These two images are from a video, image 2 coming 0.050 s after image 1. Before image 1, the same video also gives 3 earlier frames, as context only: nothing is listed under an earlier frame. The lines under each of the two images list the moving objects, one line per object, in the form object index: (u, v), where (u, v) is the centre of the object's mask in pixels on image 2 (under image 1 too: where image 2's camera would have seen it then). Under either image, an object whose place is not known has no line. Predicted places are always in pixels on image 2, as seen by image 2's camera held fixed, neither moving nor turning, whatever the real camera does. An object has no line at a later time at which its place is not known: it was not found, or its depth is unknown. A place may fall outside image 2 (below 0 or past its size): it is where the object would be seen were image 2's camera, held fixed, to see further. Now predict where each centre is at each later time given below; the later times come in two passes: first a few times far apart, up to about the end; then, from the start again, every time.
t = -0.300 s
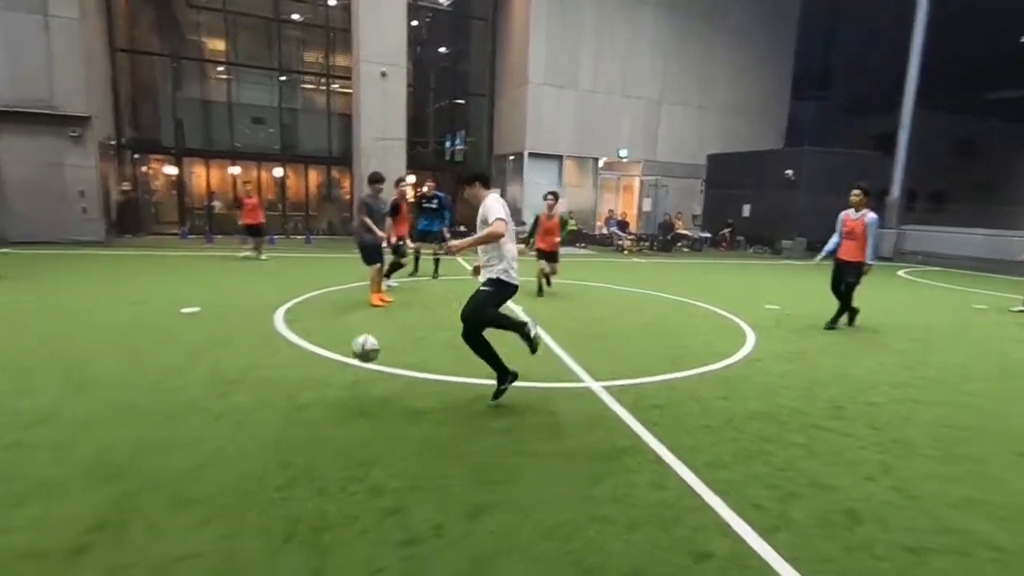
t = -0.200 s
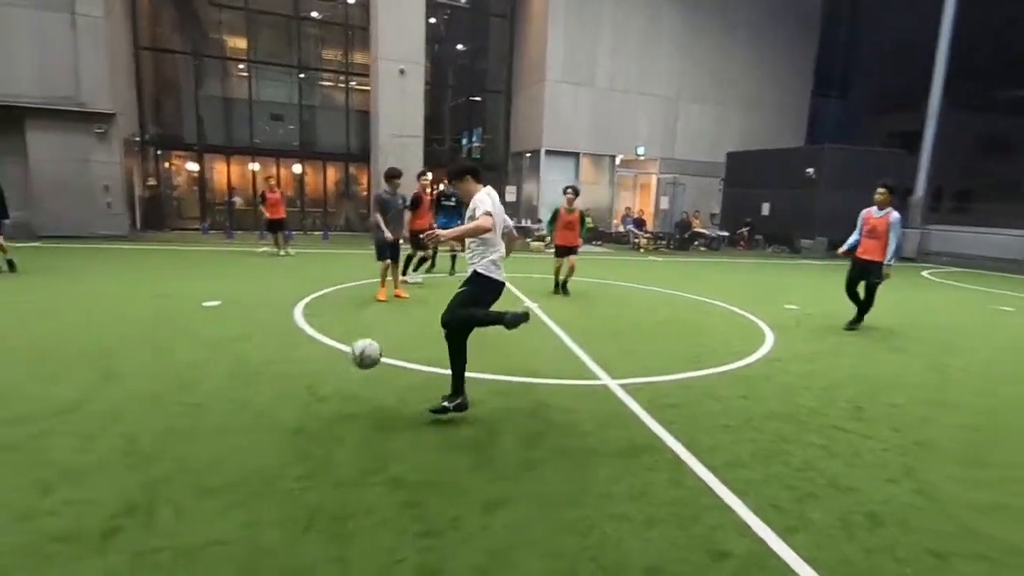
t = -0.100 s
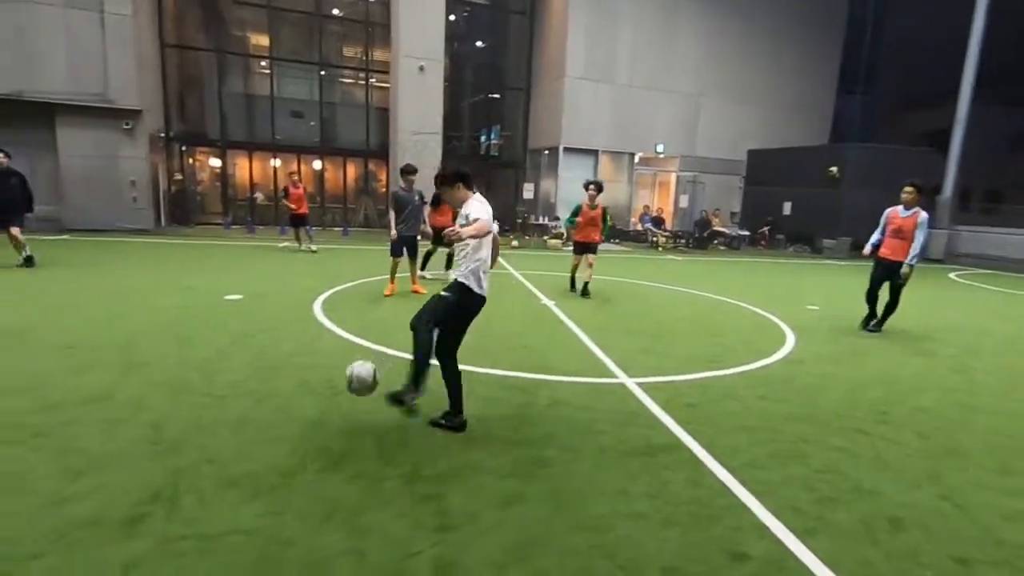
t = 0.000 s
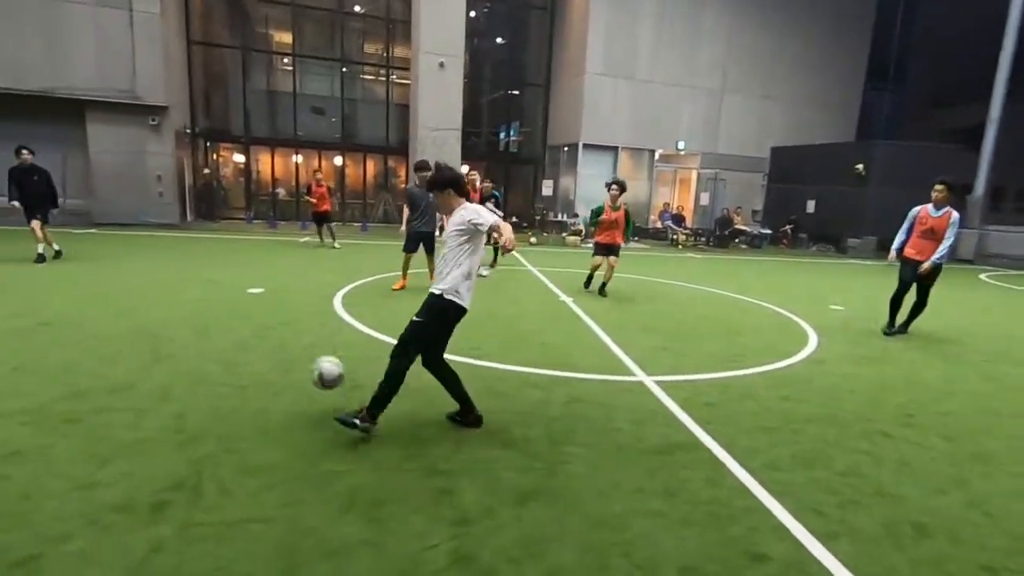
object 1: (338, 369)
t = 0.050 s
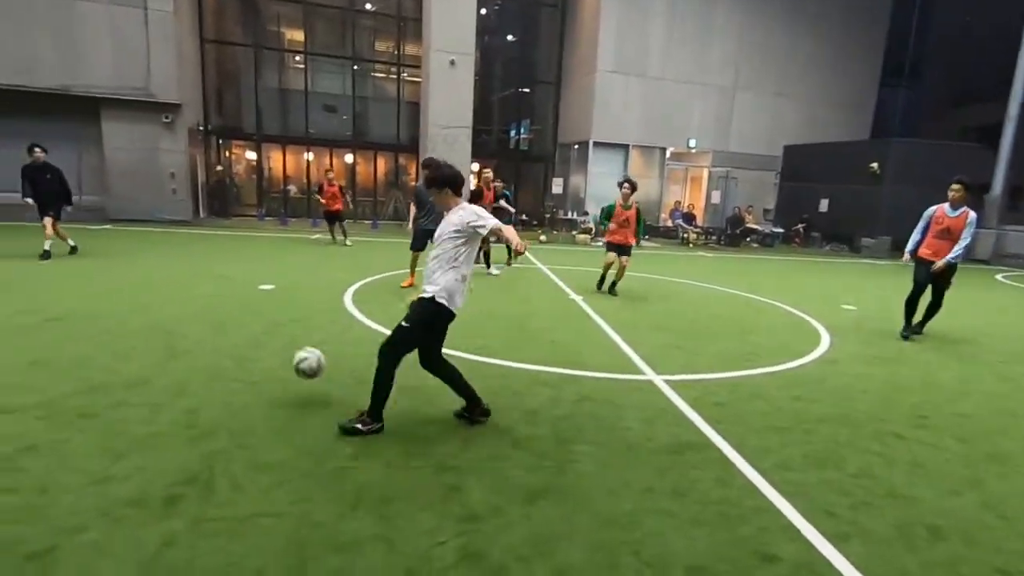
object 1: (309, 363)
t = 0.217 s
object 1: (235, 344)
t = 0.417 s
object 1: (174, 326)
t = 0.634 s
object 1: (124, 308)
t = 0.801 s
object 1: (91, 298)
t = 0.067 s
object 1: (300, 361)
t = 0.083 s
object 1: (291, 360)
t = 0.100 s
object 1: (283, 360)
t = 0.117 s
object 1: (274, 360)
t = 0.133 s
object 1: (267, 361)
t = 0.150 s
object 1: (260, 362)
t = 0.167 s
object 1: (253, 358)
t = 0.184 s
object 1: (246, 354)
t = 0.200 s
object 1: (241, 348)
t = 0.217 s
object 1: (235, 344)
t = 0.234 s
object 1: (229, 340)
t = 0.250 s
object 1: (223, 337)
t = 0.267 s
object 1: (218, 335)
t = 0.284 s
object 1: (212, 332)
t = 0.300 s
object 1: (207, 330)
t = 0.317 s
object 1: (202, 328)
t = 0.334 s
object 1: (197, 327)
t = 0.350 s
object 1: (193, 326)
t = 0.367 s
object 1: (188, 327)
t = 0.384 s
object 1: (183, 327)
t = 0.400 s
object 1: (178, 328)
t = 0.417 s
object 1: (174, 326)
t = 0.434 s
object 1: (169, 323)
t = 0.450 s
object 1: (165, 321)
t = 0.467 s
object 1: (161, 321)
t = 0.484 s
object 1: (156, 317)
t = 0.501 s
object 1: (153, 316)
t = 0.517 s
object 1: (149, 315)
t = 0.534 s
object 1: (145, 314)
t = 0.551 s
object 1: (141, 314)
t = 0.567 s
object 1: (137, 313)
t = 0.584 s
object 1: (133, 313)
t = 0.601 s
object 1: (131, 310)
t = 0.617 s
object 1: (127, 309)
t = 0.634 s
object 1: (124, 308)
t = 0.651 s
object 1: (121, 307)
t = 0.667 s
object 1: (118, 305)
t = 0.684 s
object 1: (115, 305)
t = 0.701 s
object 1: (111, 304)
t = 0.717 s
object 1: (107, 303)
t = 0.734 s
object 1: (104, 302)
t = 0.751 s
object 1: (100, 301)
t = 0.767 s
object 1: (98, 300)
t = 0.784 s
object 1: (95, 298)
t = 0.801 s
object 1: (91, 298)
